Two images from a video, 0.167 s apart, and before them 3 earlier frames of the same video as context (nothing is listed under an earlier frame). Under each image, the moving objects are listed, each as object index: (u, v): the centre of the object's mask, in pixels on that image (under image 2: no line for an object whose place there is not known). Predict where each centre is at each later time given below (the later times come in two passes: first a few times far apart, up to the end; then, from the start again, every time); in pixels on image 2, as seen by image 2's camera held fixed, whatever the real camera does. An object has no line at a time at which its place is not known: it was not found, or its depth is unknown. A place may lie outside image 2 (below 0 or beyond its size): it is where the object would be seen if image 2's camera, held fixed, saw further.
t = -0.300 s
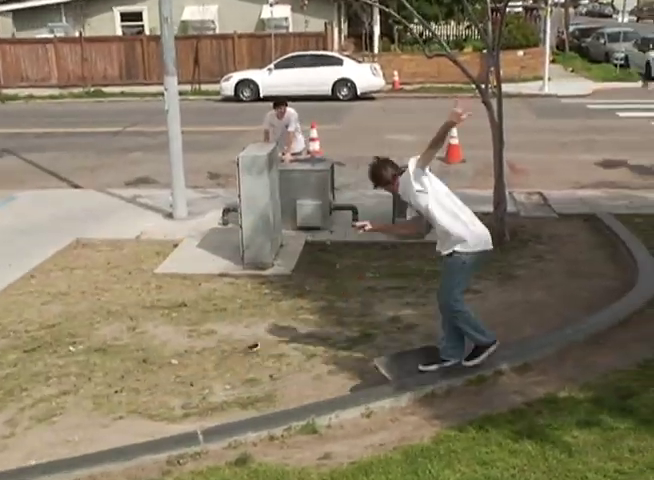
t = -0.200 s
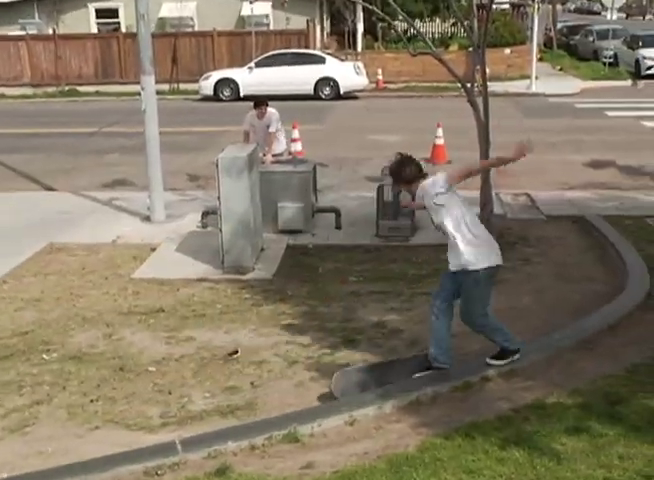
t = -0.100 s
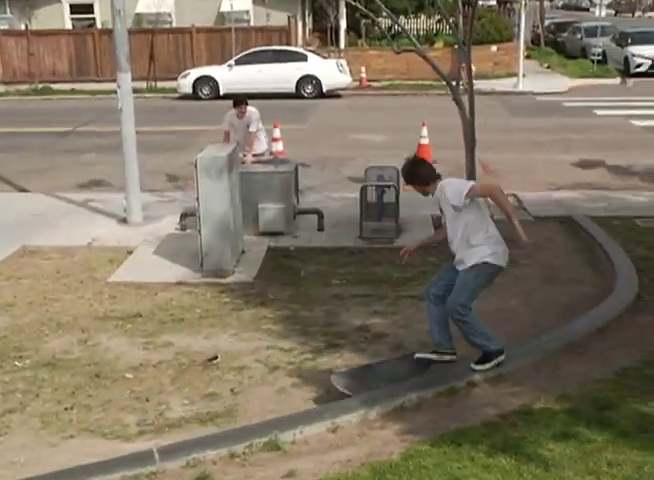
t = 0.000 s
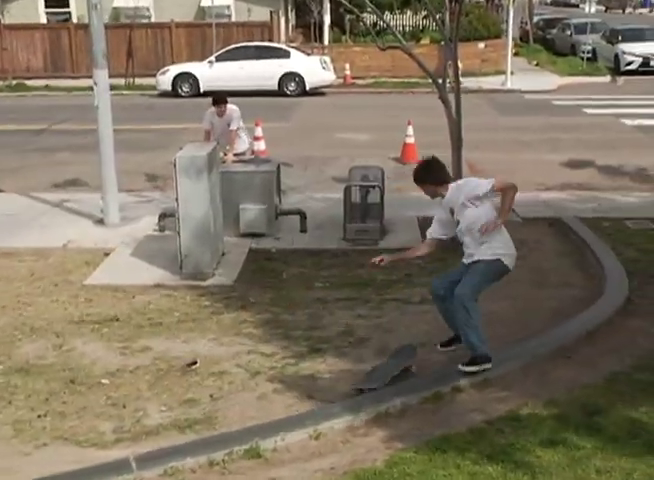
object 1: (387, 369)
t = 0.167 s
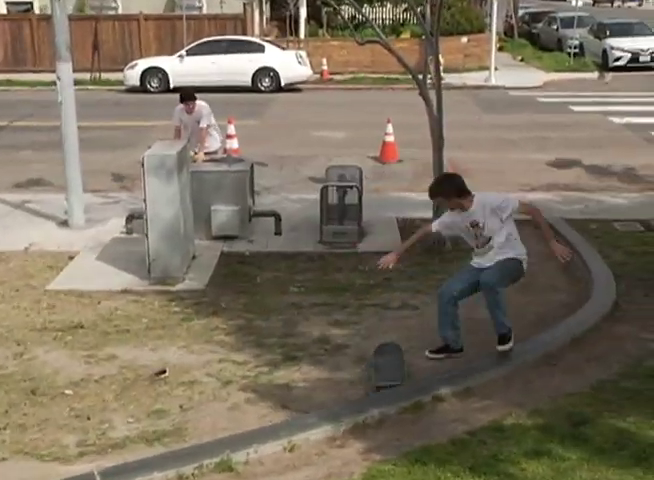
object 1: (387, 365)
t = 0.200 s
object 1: (391, 363)
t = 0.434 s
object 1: (392, 351)
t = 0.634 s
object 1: (378, 342)
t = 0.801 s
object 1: (365, 336)
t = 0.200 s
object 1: (391, 363)
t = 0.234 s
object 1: (393, 362)
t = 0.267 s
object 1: (394, 360)
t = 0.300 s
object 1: (394, 359)
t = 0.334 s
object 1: (395, 357)
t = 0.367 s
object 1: (395, 355)
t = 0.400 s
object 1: (393, 353)
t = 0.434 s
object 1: (392, 351)
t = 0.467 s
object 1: (390, 349)
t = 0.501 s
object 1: (387, 348)
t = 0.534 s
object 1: (385, 346)
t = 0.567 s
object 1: (383, 345)
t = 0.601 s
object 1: (380, 344)
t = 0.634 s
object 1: (378, 342)
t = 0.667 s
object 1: (376, 341)
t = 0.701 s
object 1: (373, 340)
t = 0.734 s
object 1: (370, 338)
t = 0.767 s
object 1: (368, 338)
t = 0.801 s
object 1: (365, 336)
